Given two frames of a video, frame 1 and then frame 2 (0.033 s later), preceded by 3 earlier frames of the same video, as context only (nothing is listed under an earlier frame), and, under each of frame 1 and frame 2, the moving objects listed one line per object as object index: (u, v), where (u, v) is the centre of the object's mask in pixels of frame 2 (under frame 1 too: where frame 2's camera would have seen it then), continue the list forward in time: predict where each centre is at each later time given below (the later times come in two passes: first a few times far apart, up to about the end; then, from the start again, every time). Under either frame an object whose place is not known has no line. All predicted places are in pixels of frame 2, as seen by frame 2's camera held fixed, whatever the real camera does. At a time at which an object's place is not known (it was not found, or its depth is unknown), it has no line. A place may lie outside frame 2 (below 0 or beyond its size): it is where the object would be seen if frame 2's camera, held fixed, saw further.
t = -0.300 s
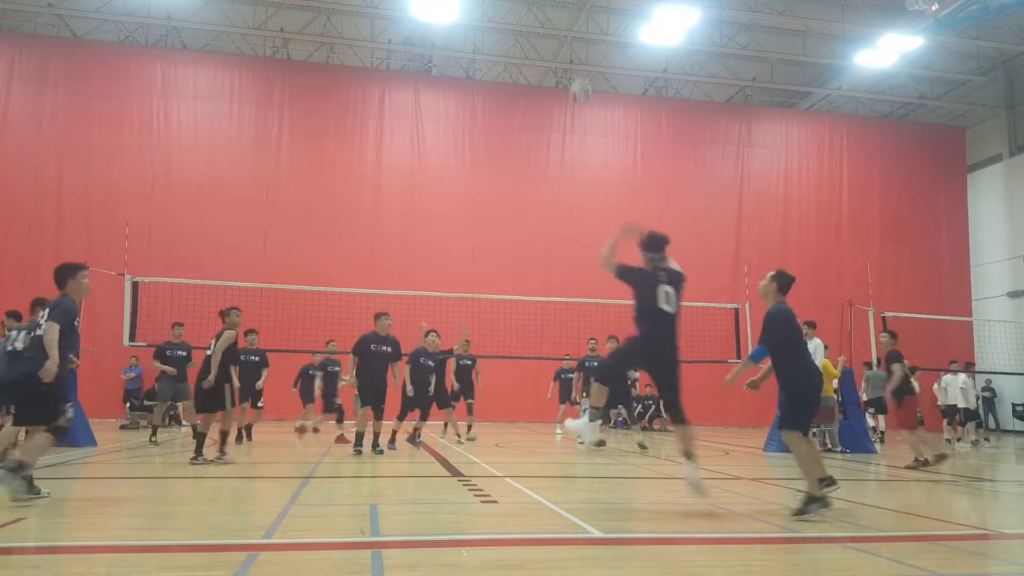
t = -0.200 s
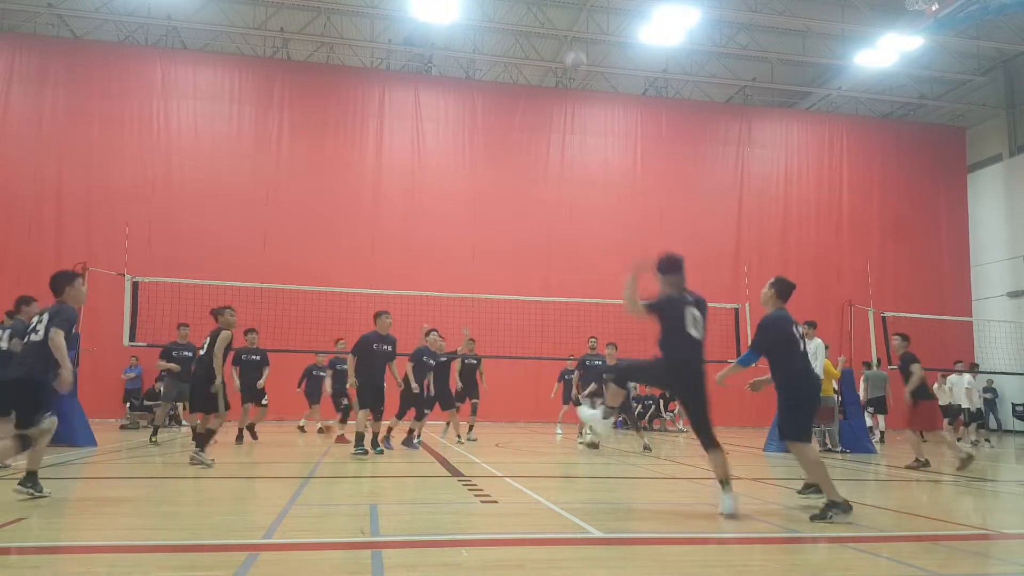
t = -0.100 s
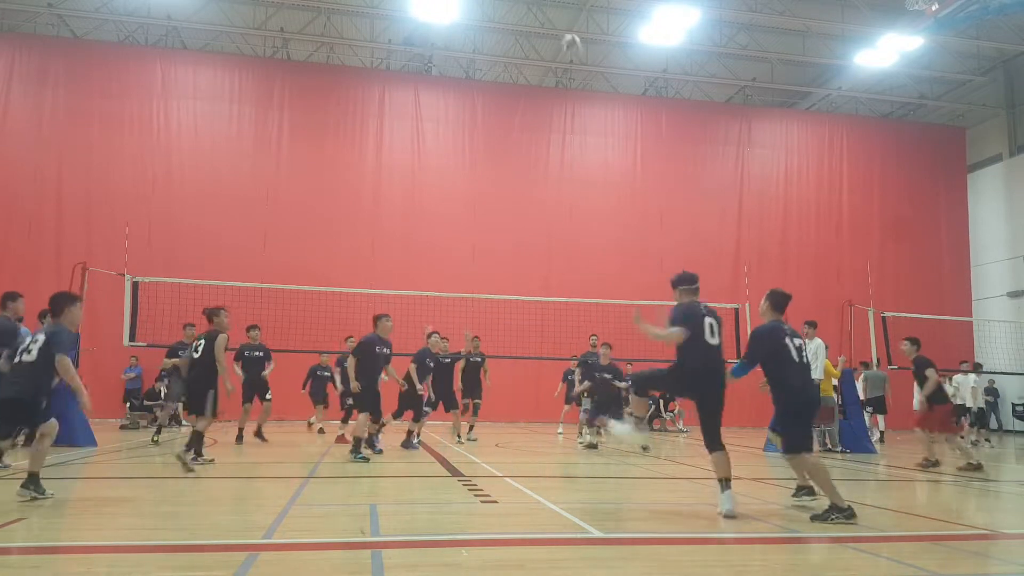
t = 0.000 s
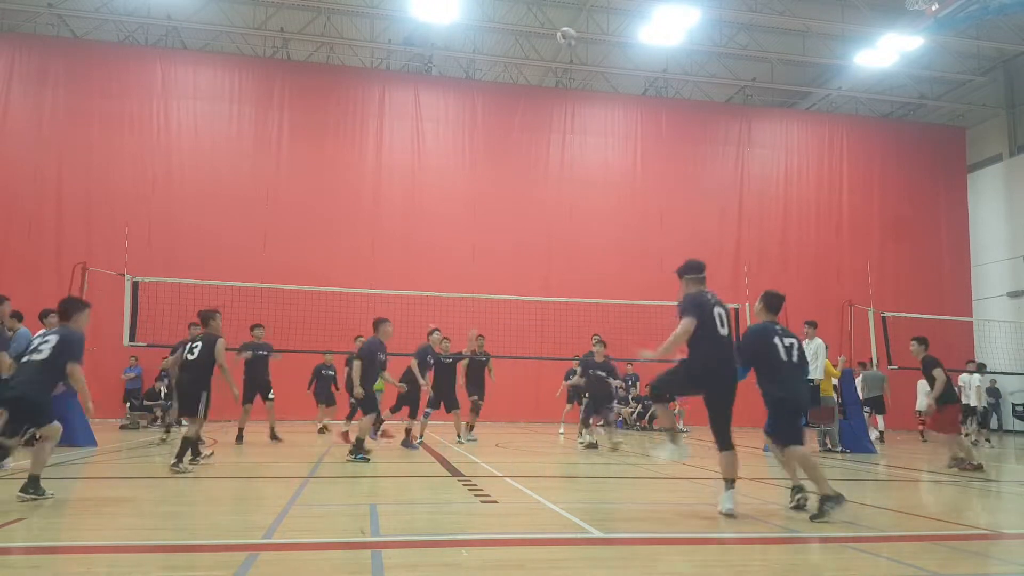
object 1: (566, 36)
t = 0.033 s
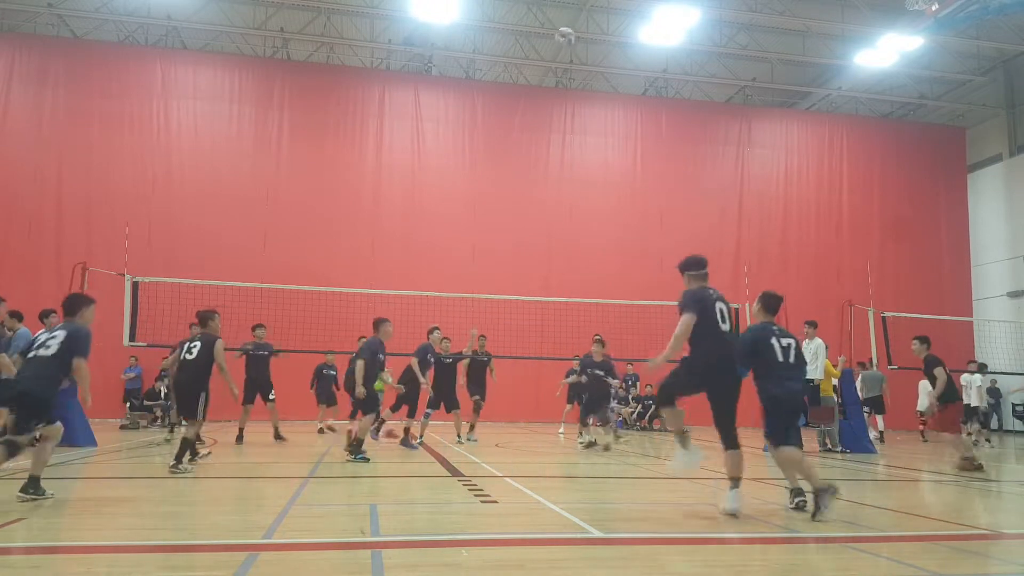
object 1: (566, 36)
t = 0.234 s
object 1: (556, 52)
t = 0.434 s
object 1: (551, 94)
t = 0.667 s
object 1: (544, 171)
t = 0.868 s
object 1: (538, 255)
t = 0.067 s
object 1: (564, 36)
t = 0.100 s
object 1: (562, 38)
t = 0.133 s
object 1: (561, 41)
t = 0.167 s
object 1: (560, 44)
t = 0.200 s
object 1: (559, 47)
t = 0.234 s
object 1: (556, 52)
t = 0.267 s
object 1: (556, 58)
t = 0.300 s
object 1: (555, 62)
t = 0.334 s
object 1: (554, 71)
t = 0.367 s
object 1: (553, 78)
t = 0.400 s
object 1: (551, 86)
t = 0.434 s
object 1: (551, 94)
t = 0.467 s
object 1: (550, 103)
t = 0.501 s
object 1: (549, 113)
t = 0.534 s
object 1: (547, 124)
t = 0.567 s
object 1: (546, 136)
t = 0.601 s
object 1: (545, 147)
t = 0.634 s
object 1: (545, 160)
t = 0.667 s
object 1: (544, 171)
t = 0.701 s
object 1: (543, 185)
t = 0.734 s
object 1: (541, 199)
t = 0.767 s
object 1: (542, 213)
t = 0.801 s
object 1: (540, 227)
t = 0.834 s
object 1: (539, 241)
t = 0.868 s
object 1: (538, 255)
